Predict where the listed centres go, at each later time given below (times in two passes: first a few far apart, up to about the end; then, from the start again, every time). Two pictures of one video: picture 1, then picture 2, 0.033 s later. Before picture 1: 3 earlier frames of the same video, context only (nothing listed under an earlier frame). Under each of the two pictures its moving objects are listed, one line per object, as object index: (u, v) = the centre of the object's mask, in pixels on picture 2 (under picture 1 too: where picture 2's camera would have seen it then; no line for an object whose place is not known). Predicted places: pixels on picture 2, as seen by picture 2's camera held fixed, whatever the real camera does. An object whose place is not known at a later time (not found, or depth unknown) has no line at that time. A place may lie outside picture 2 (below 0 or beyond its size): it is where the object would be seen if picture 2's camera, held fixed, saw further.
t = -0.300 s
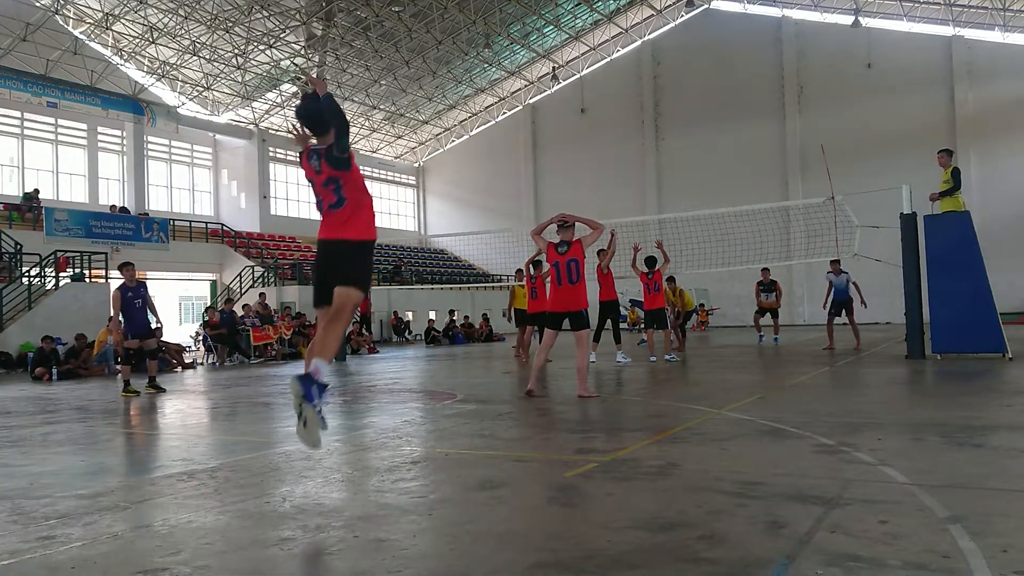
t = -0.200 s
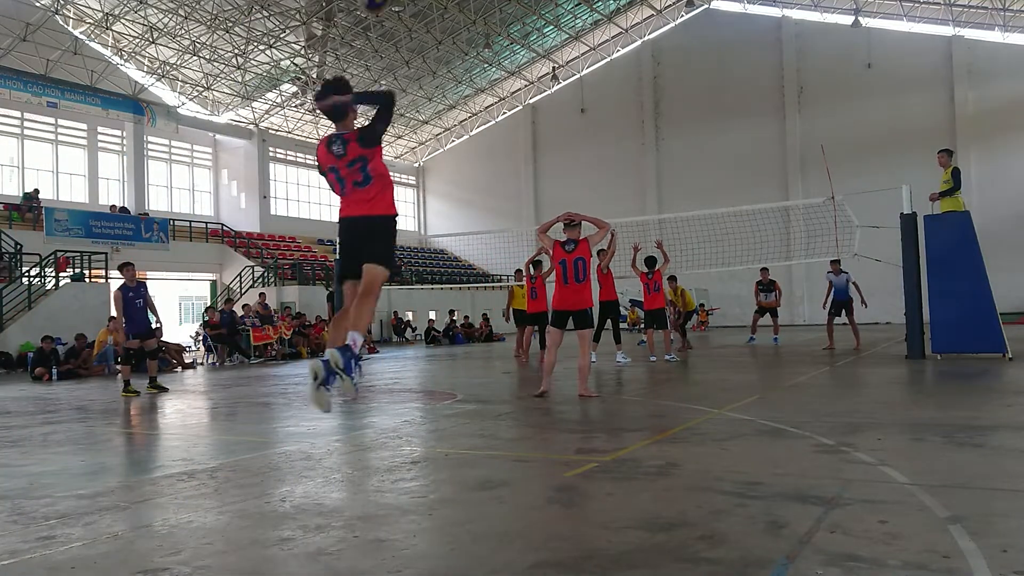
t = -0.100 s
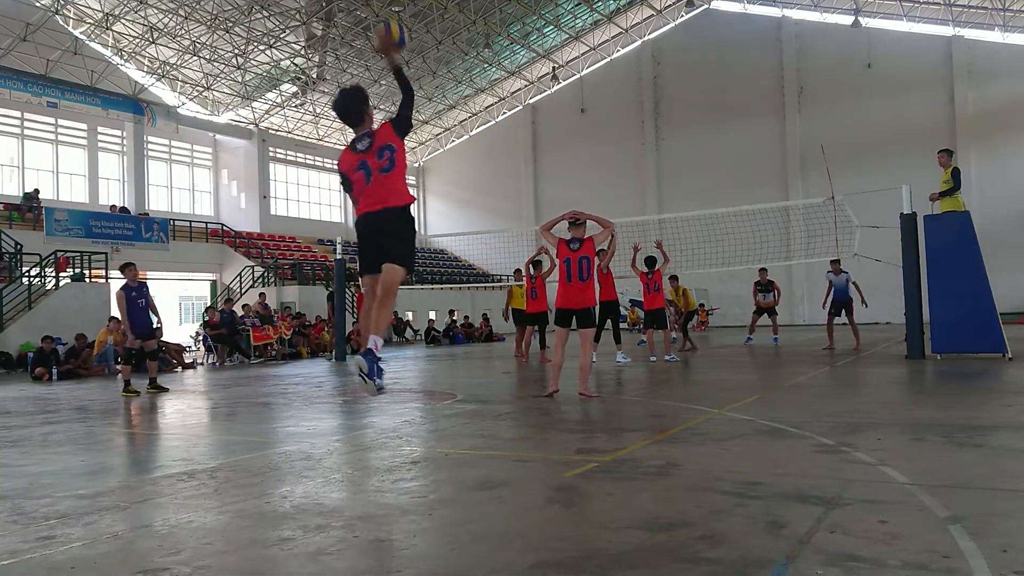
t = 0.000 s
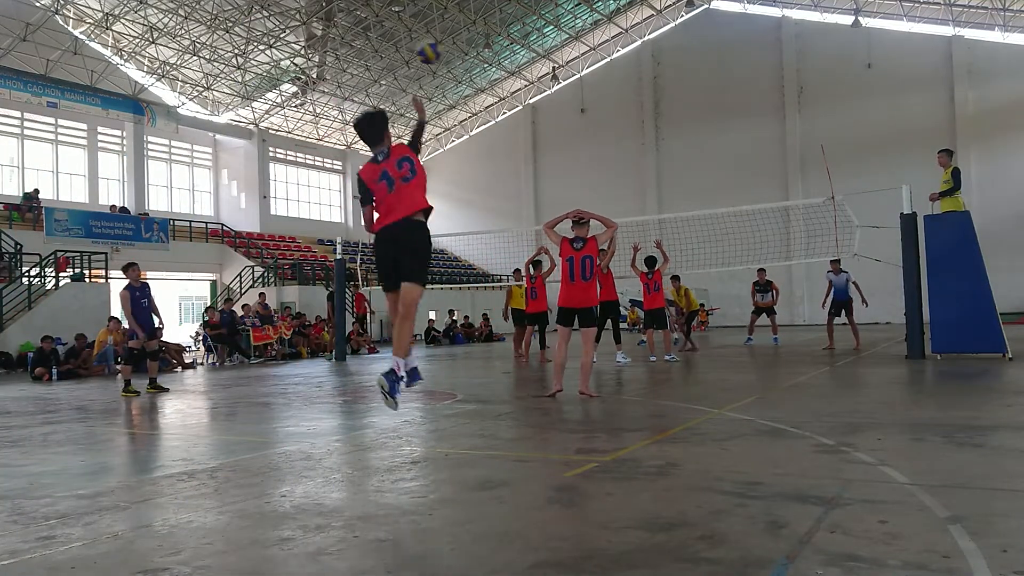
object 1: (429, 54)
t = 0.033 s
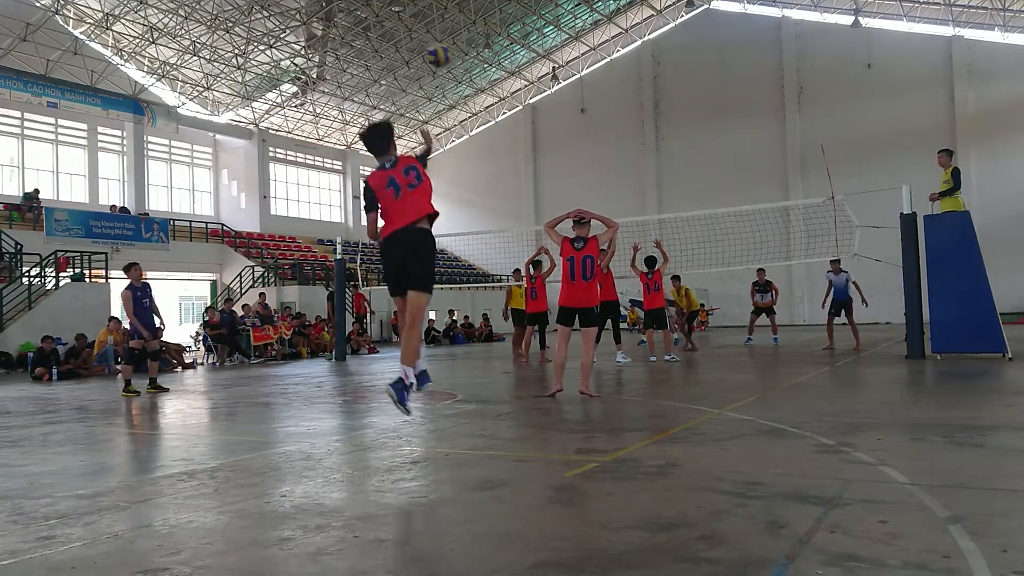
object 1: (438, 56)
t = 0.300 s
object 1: (479, 100)
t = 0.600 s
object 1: (497, 160)
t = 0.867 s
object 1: (510, 224)
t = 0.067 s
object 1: (445, 60)
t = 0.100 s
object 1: (452, 65)
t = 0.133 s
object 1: (459, 70)
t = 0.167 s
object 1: (463, 76)
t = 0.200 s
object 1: (469, 81)
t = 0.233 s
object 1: (473, 87)
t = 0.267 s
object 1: (476, 93)
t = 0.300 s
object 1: (479, 100)
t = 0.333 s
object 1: (482, 106)
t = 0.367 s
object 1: (484, 113)
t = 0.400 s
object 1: (487, 119)
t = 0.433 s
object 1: (490, 126)
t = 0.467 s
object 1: (492, 133)
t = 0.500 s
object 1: (493, 139)
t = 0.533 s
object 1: (494, 146)
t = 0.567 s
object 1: (496, 153)
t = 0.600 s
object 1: (497, 160)
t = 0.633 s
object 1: (499, 168)
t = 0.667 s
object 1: (501, 175)
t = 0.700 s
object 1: (502, 183)
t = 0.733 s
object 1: (504, 190)
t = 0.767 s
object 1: (505, 199)
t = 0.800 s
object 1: (507, 207)
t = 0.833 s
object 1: (508, 216)
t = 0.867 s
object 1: (510, 224)
